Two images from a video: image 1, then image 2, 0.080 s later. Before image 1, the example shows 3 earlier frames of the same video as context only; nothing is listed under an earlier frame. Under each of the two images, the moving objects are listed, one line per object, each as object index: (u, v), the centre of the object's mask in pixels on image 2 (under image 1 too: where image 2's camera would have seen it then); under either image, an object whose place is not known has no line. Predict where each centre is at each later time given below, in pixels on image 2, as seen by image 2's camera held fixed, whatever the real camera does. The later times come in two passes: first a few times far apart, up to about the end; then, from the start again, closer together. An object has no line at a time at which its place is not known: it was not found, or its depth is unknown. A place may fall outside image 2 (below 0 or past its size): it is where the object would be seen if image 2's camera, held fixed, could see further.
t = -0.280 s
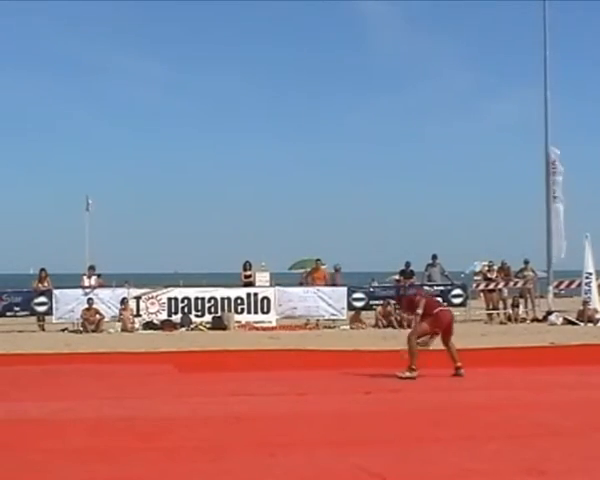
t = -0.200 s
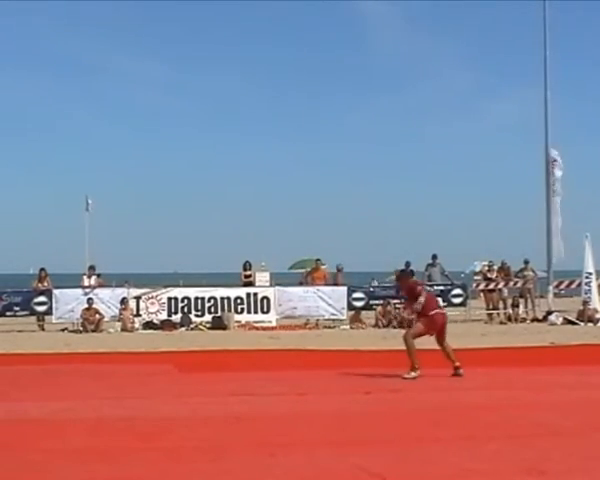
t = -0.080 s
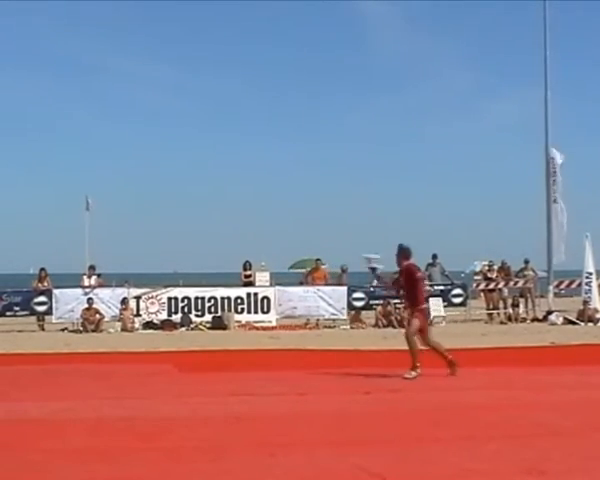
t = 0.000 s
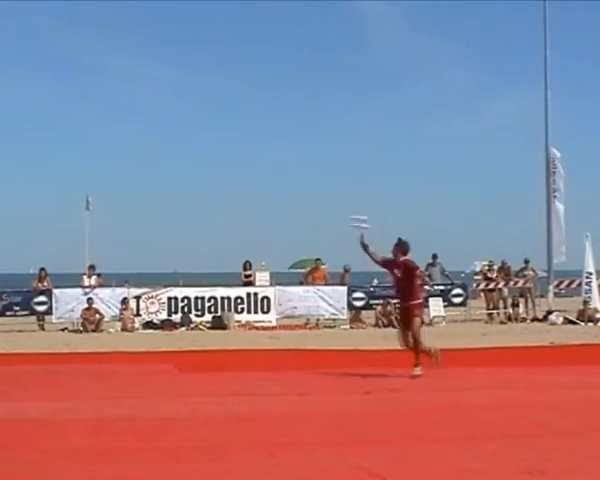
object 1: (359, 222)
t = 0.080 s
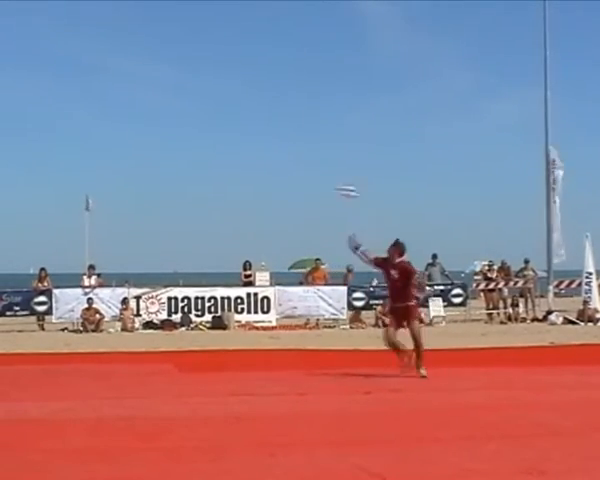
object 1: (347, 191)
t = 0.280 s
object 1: (316, 146)
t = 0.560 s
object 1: (277, 139)
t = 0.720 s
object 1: (256, 153)
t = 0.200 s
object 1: (328, 159)
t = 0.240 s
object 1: (322, 153)
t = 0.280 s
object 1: (316, 146)
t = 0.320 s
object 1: (310, 142)
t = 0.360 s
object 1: (305, 139)
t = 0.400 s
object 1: (299, 137)
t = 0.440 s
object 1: (294, 136)
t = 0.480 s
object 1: (288, 136)
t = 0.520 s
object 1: (283, 137)
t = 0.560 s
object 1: (277, 139)
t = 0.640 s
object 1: (267, 146)
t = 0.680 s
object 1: (262, 150)
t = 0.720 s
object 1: (256, 153)
